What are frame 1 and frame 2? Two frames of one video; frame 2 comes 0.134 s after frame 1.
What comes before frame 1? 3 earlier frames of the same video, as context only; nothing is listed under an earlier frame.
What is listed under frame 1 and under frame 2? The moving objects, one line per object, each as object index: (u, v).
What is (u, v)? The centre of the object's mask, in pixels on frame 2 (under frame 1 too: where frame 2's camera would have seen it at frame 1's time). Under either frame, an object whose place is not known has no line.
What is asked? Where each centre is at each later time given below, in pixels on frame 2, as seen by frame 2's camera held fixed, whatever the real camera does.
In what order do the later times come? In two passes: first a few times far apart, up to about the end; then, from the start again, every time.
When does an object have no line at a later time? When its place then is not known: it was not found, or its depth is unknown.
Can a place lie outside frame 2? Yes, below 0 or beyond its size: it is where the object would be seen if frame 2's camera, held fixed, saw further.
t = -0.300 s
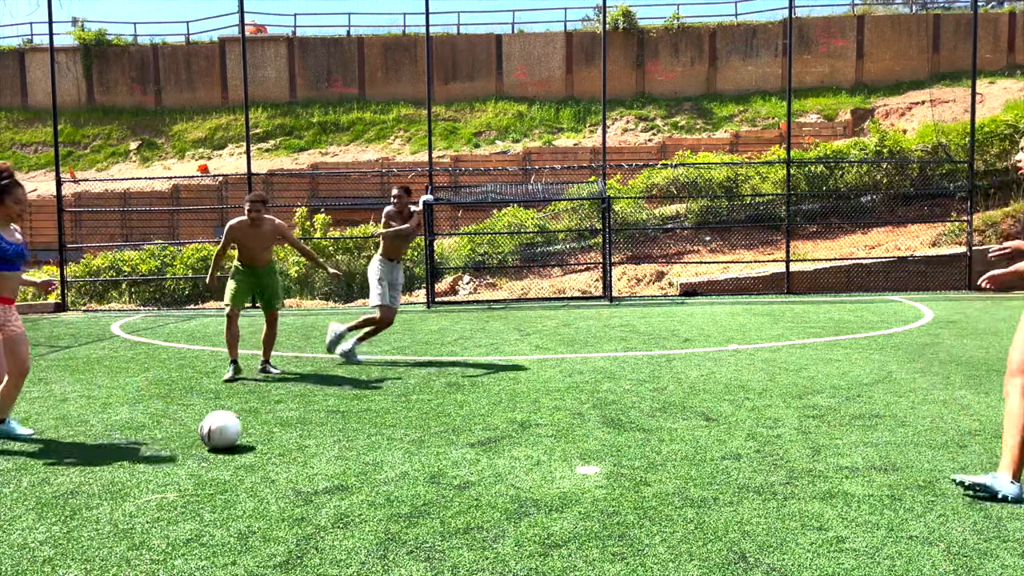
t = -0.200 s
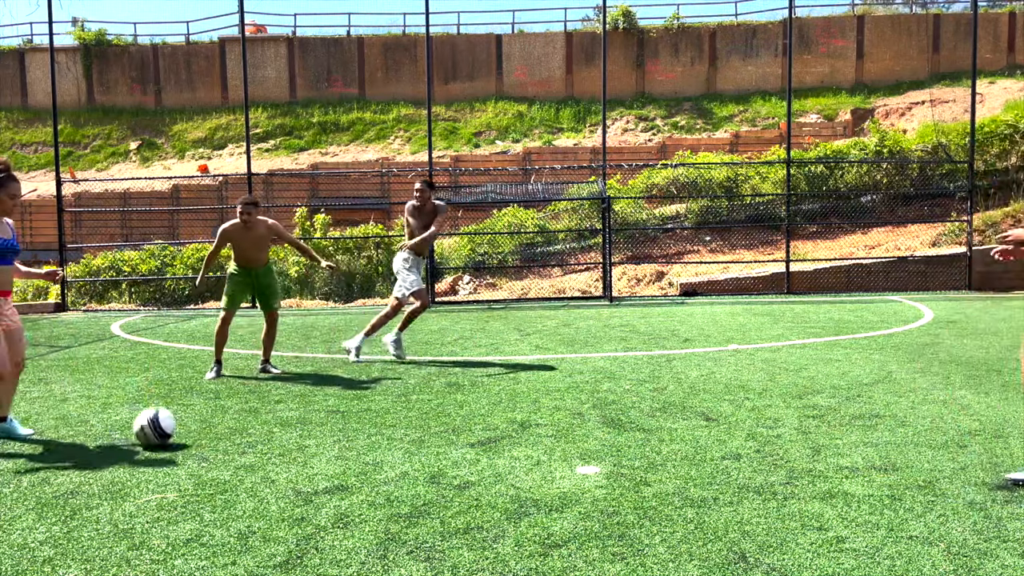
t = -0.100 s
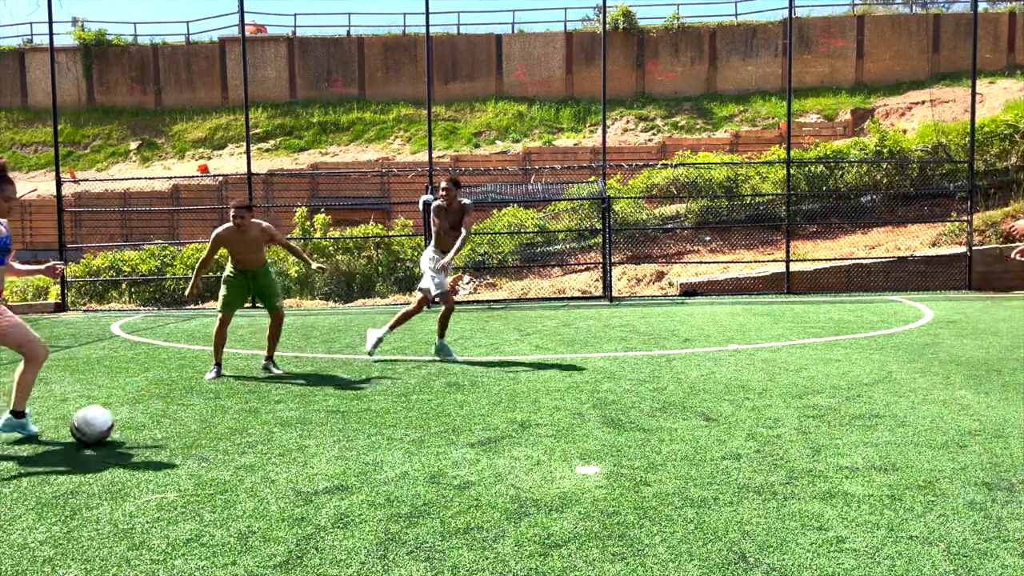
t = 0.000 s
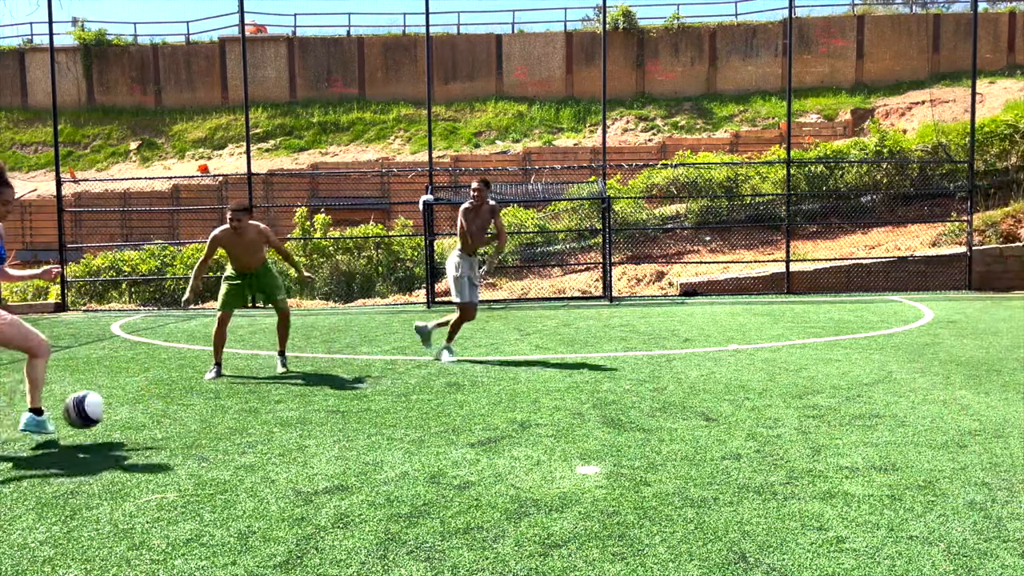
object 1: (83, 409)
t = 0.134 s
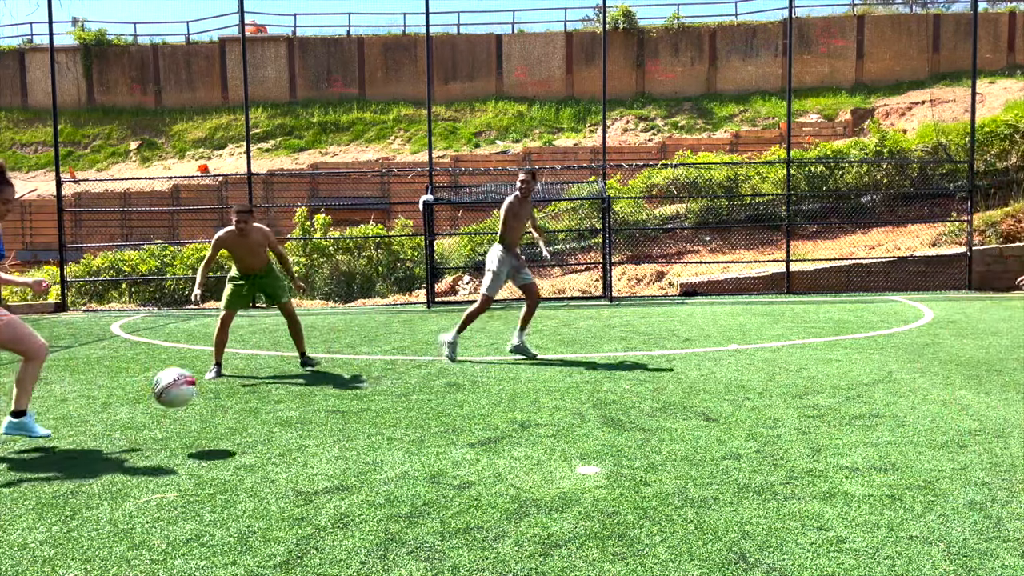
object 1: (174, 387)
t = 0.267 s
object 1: (268, 395)
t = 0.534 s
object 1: (417, 420)
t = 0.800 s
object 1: (503, 455)
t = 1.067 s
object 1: (591, 459)
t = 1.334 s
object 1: (674, 463)
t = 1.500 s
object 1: (729, 468)
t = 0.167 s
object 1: (197, 387)
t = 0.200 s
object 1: (221, 388)
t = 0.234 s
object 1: (244, 390)
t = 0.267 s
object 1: (268, 395)
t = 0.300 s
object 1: (293, 402)
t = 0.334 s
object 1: (317, 412)
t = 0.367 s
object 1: (343, 425)
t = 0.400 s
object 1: (368, 439)
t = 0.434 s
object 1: (386, 444)
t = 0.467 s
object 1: (397, 433)
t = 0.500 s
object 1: (407, 425)
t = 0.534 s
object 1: (417, 420)
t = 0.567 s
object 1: (428, 417)
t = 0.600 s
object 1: (439, 415)
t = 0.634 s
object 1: (450, 417)
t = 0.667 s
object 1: (460, 420)
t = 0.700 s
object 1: (471, 426)
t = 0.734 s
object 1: (481, 433)
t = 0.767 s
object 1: (492, 443)
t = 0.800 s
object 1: (503, 455)
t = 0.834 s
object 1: (514, 448)
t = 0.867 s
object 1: (524, 443)
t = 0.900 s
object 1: (535, 440)
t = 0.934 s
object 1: (546, 439)
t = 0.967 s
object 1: (556, 440)
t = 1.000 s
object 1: (568, 444)
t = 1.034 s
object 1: (579, 451)
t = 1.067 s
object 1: (591, 459)
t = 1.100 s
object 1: (600, 458)
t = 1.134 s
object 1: (611, 455)
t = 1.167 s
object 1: (621, 454)
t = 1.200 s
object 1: (632, 455)
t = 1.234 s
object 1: (642, 459)
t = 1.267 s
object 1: (653, 463)
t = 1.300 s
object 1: (664, 463)
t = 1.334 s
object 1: (674, 463)
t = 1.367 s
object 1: (685, 466)
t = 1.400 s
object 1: (696, 465)
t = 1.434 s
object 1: (707, 466)
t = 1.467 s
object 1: (718, 468)
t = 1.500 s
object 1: (729, 468)
